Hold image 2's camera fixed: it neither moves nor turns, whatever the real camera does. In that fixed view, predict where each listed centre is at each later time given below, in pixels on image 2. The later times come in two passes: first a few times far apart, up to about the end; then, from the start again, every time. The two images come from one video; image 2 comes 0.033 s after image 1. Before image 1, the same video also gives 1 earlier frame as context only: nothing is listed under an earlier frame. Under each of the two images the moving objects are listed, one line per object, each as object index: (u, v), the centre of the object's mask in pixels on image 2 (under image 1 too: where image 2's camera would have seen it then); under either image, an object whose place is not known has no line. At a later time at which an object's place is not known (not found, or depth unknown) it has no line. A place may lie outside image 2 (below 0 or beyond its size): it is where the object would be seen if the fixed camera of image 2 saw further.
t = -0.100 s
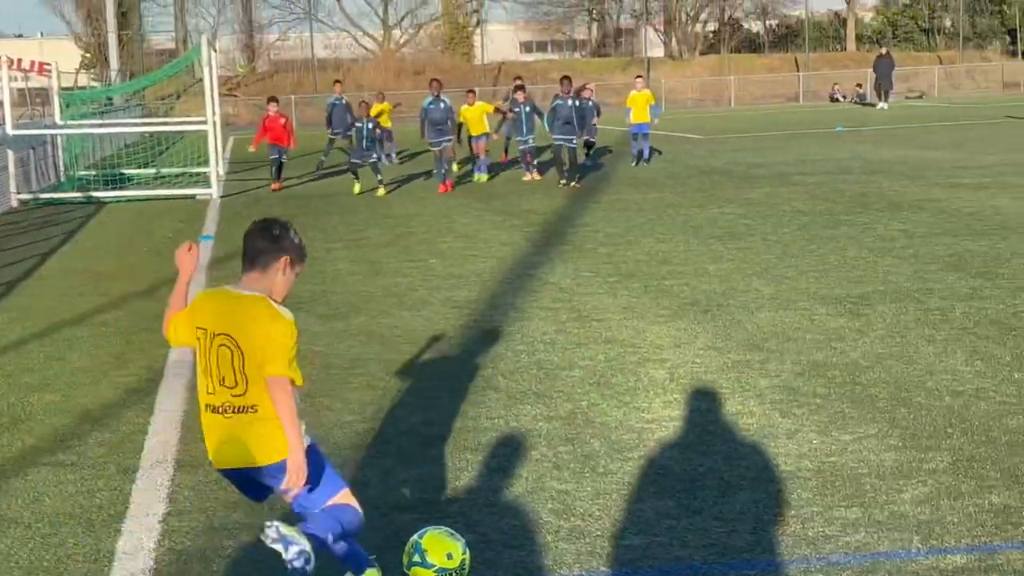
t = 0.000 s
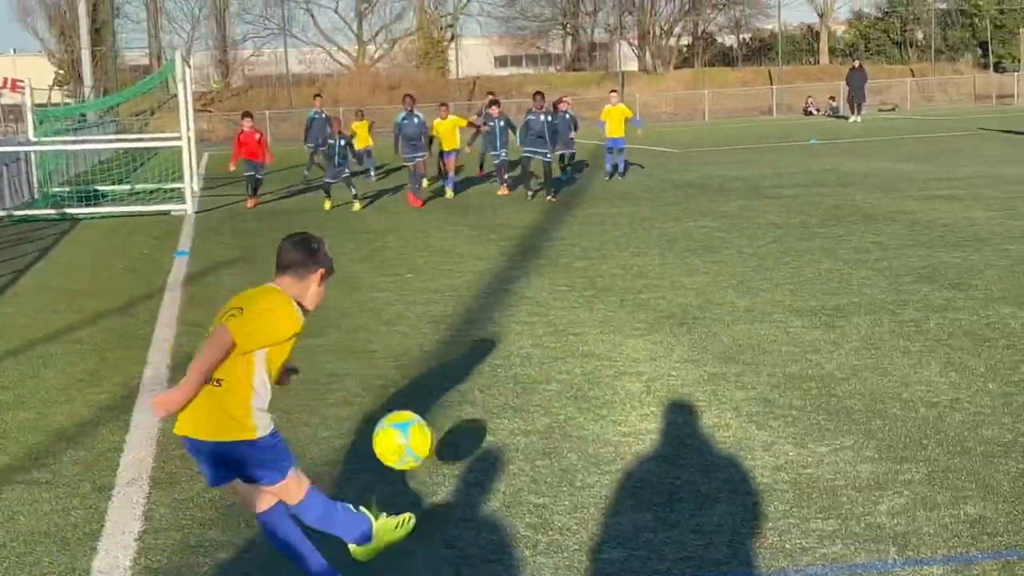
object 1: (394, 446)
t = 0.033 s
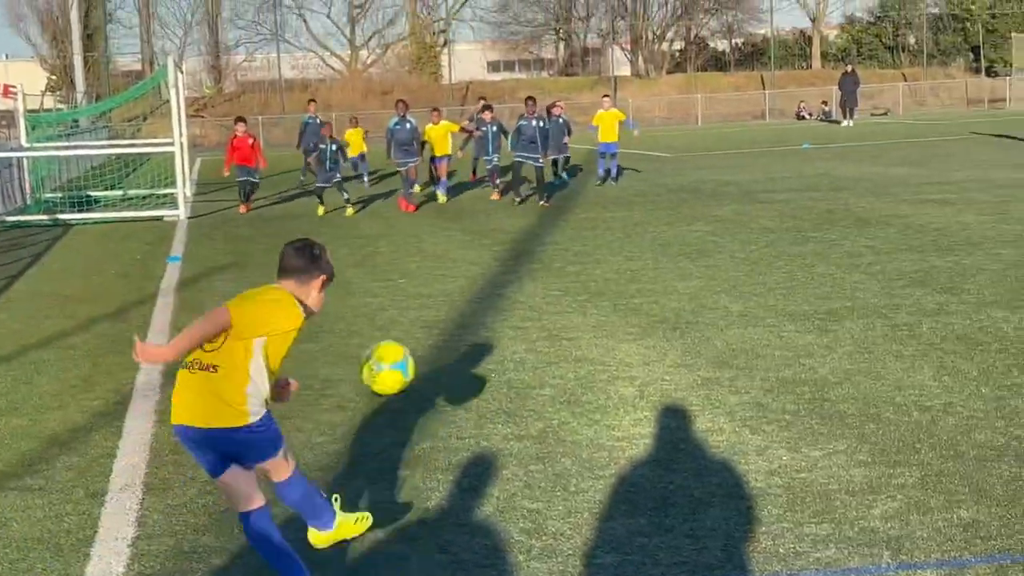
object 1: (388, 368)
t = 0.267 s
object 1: (341, 94)
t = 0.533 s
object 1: (304, 21)
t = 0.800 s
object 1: (276, 42)
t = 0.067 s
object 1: (381, 303)
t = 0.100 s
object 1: (375, 250)
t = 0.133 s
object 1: (366, 207)
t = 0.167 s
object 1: (358, 171)
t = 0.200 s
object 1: (353, 141)
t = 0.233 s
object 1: (346, 114)
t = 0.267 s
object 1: (341, 94)
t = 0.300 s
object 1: (334, 75)
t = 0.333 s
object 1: (331, 61)
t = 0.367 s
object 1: (326, 49)
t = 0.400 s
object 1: (321, 40)
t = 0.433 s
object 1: (316, 33)
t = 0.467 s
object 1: (313, 28)
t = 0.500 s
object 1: (308, 24)
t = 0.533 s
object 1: (304, 21)
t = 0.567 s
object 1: (300, 21)
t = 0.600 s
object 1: (297, 21)
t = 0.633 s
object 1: (294, 21)
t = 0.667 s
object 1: (290, 24)
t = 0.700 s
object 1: (287, 26)
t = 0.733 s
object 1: (283, 32)
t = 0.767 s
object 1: (279, 37)
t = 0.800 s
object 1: (276, 42)
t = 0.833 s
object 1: (274, 48)
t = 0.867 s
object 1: (270, 55)
